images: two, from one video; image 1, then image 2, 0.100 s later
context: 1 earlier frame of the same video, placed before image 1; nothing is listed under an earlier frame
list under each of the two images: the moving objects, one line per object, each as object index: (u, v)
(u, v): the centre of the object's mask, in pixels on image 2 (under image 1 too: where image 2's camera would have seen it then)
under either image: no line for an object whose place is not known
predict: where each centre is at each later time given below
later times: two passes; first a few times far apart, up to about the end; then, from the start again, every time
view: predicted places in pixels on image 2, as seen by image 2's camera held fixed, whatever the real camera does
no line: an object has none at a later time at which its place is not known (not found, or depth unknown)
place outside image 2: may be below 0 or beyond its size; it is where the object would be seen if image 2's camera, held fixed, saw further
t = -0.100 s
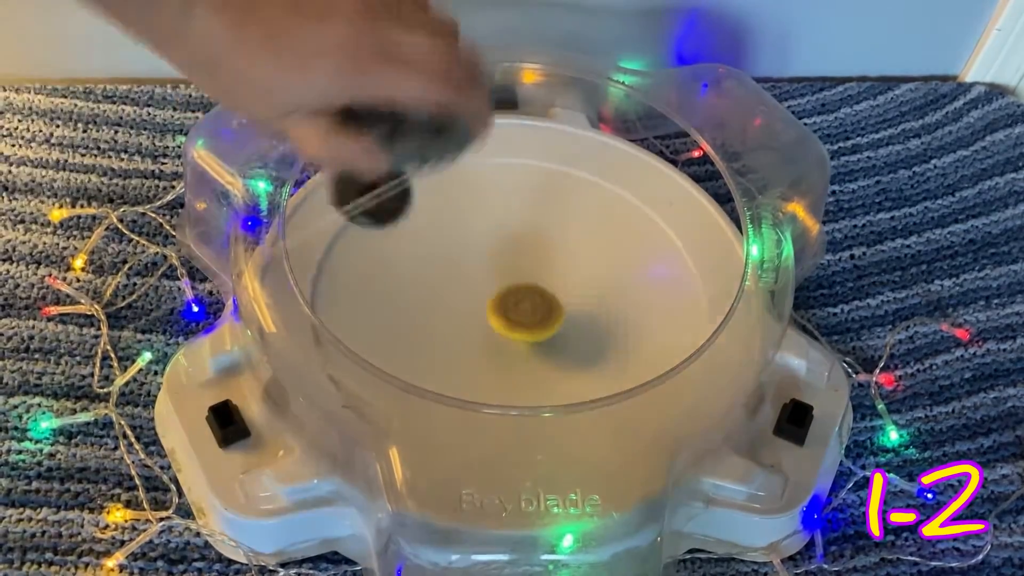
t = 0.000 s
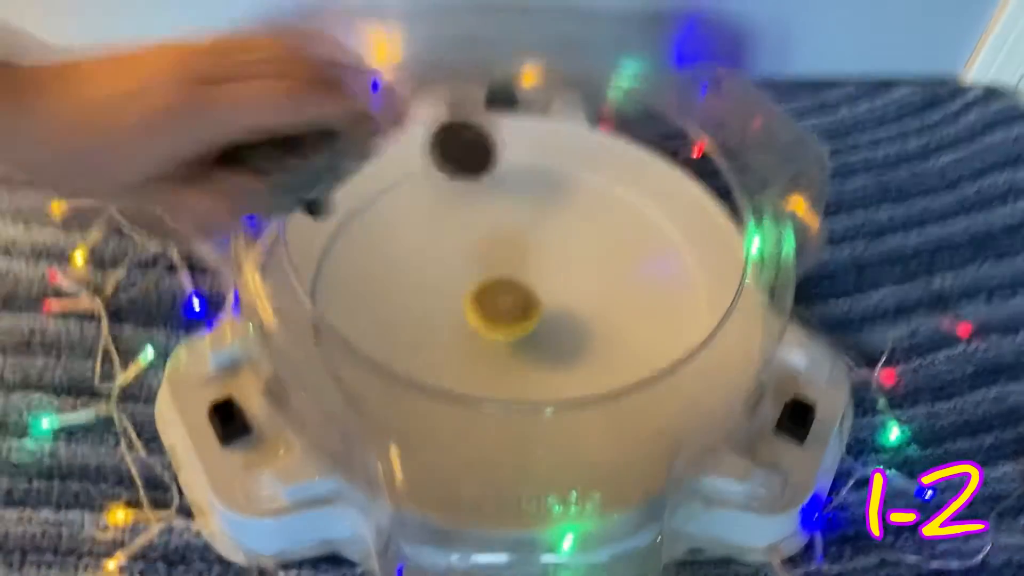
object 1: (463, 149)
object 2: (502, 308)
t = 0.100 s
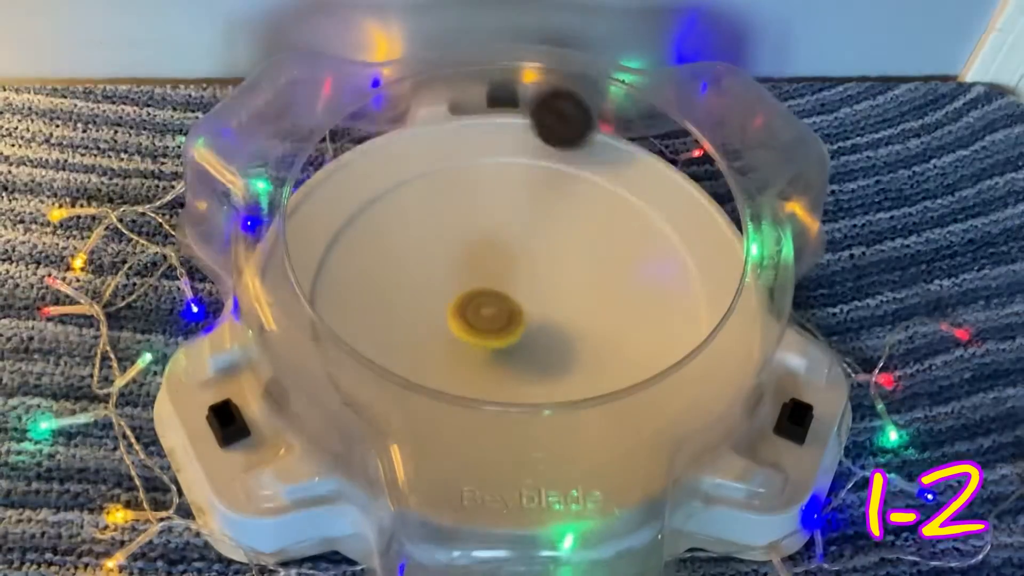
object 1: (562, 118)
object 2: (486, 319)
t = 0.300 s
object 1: (674, 194)
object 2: (488, 328)
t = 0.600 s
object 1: (586, 336)
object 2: (496, 309)
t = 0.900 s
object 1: (403, 348)
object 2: (481, 282)
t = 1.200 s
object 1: (436, 364)
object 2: (531, 222)
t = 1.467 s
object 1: (546, 403)
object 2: (497, 170)
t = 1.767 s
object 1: (650, 290)
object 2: (461, 218)
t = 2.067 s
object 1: (511, 310)
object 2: (452, 255)
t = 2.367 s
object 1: (527, 308)
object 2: (399, 314)
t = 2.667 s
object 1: (362, 271)
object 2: (553, 325)
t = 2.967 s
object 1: (502, 331)
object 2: (520, 224)
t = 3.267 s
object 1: (502, 272)
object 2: (512, 357)
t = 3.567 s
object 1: (546, 283)
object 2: (505, 207)
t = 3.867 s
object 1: (519, 308)
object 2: (581, 306)
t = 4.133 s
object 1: (485, 283)
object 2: (507, 363)
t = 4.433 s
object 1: (512, 279)
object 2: (426, 308)
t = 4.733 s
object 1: (530, 302)
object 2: (483, 225)
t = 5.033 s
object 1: (529, 300)
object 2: (589, 244)
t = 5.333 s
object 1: (527, 304)
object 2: (566, 348)
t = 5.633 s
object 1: (507, 298)
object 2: (445, 368)
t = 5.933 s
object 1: (523, 291)
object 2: (441, 277)
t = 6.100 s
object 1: (527, 301)
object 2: (490, 231)
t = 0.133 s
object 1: (586, 130)
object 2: (483, 323)
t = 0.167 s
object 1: (609, 141)
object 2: (483, 323)
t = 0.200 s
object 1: (629, 154)
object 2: (483, 326)
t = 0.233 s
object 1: (647, 167)
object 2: (484, 328)
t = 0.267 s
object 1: (662, 179)
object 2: (486, 328)
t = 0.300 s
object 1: (674, 194)
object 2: (488, 328)
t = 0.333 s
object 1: (682, 208)
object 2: (490, 327)
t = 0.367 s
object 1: (688, 222)
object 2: (492, 326)
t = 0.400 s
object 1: (689, 238)
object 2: (494, 324)
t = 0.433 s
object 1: (683, 255)
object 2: (496, 321)
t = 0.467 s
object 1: (671, 275)
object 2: (496, 321)
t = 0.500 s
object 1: (655, 291)
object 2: (497, 318)
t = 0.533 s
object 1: (636, 308)
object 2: (497, 314)
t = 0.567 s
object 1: (612, 322)
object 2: (497, 311)
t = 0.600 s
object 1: (586, 336)
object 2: (496, 309)
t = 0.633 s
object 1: (558, 347)
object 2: (495, 306)
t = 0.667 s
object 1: (530, 355)
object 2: (491, 301)
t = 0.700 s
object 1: (502, 361)
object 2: (491, 298)
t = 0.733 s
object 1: (476, 364)
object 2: (489, 296)
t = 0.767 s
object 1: (455, 362)
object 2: (488, 293)
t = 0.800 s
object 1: (436, 359)
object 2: (486, 289)
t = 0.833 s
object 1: (421, 355)
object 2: (485, 286)
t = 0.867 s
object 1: (410, 352)
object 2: (483, 284)
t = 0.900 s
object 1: (403, 348)
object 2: (481, 282)
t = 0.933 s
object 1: (400, 344)
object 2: (480, 281)
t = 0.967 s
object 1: (401, 341)
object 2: (479, 279)
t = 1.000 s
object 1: (406, 337)
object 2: (479, 278)
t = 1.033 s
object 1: (417, 332)
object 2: (479, 278)
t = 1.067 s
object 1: (432, 325)
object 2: (479, 276)
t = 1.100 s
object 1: (444, 322)
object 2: (483, 271)
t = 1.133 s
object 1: (438, 337)
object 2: (502, 252)
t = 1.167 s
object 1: (434, 354)
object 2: (518, 235)
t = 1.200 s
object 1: (436, 364)
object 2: (531, 222)
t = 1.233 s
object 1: (442, 368)
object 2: (538, 206)
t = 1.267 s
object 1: (444, 390)
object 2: (540, 199)
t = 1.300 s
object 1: (455, 397)
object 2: (539, 188)
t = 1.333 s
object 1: (468, 406)
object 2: (534, 185)
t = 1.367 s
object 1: (485, 412)
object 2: (526, 177)
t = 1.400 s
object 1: (506, 413)
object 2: (516, 175)
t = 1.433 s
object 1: (525, 412)
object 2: (507, 169)
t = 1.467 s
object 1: (546, 403)
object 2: (497, 170)
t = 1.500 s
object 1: (566, 392)
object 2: (488, 168)
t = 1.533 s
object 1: (585, 375)
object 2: (481, 170)
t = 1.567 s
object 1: (602, 365)
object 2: (474, 171)
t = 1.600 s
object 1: (617, 354)
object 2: (467, 176)
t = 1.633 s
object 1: (629, 338)
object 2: (463, 180)
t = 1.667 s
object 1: (638, 325)
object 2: (459, 187)
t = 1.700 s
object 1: (645, 310)
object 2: (457, 197)
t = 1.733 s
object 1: (649, 297)
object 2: (458, 205)
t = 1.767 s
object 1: (650, 290)
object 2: (461, 218)
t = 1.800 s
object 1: (647, 280)
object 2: (465, 227)
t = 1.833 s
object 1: (640, 274)
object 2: (471, 236)
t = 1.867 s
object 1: (641, 342)
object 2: (436, 275)
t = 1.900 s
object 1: (622, 332)
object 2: (512, 331)
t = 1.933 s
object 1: (610, 312)
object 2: (483, 323)
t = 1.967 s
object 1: (572, 320)
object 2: (455, 322)
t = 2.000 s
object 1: (541, 335)
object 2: (442, 323)
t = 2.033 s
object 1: (550, 344)
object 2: (438, 288)
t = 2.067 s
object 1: (511, 310)
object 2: (452, 255)
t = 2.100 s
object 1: (471, 329)
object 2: (480, 228)
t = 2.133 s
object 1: (515, 319)
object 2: (501, 228)
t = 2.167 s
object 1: (497, 343)
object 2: (534, 200)
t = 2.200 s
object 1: (547, 307)
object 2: (548, 206)
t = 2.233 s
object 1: (463, 398)
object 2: (576, 163)
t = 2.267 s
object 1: (546, 417)
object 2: (540, 228)
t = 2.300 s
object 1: (590, 348)
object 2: (500, 257)
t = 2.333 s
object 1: (530, 311)
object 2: (448, 285)
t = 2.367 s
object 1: (527, 308)
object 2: (399, 314)
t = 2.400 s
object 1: (496, 309)
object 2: (410, 328)
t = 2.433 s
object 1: (566, 284)
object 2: (432, 312)
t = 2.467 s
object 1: (573, 213)
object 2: (450, 291)
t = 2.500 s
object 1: (561, 169)
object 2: (502, 285)
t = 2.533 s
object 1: (518, 215)
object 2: (566, 295)
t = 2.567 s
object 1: (520, 288)
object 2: (601, 306)
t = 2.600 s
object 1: (481, 303)
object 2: (631, 335)
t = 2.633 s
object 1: (496, 330)
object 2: (574, 342)
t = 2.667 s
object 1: (362, 271)
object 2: (553, 325)
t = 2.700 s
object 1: (385, 266)
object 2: (488, 281)
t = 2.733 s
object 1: (423, 218)
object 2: (526, 251)
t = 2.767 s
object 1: (489, 216)
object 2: (559, 247)
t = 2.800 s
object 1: (527, 237)
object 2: (583, 288)
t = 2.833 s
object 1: (518, 249)
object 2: (570, 343)
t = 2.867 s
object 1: (560, 295)
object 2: (499, 355)
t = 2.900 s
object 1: (574, 297)
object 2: (451, 313)
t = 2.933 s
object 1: (530, 312)
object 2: (466, 248)
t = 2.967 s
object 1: (502, 331)
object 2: (520, 224)
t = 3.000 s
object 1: (509, 321)
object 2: (567, 254)
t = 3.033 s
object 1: (465, 259)
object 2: (562, 342)
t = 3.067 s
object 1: (458, 263)
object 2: (445, 405)
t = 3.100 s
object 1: (496, 280)
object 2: (370, 362)
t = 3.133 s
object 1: (527, 271)
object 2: (408, 266)
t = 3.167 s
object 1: (535, 285)
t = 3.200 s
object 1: (525, 305)
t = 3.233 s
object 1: (505, 298)
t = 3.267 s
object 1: (502, 272)
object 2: (512, 357)
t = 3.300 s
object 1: (522, 259)
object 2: (398, 327)
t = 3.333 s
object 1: (544, 271)
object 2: (382, 246)
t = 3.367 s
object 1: (550, 302)
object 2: (471, 204)
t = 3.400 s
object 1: (530, 323)
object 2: (585, 236)
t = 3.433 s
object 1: (500, 320)
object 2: (617, 314)
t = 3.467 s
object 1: (487, 293)
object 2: (530, 376)
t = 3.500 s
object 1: (506, 267)
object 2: (432, 343)
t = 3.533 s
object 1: (535, 260)
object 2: (424, 252)
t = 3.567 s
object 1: (546, 283)
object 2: (505, 207)
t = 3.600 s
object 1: (535, 317)
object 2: (599, 240)
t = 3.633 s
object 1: (510, 324)
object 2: (594, 318)
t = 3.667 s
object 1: (477, 285)
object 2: (499, 361)
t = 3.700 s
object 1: (498, 263)
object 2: (445, 296)
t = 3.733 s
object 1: (541, 284)
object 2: (500, 239)
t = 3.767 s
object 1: (526, 311)
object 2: (580, 277)
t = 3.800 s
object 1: (525, 310)
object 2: (582, 287)
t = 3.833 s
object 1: (521, 309)
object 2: (583, 296)
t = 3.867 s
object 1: (519, 308)
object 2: (581, 306)
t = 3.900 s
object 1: (513, 306)
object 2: (579, 317)
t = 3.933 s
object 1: (506, 303)
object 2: (574, 327)
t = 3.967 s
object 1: (499, 297)
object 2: (568, 337)
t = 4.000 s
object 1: (494, 296)
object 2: (558, 346)
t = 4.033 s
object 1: (490, 290)
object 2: (548, 351)
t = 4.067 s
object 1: (487, 290)
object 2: (534, 359)
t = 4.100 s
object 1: (485, 287)
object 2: (522, 362)
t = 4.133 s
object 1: (485, 283)
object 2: (507, 363)
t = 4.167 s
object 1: (486, 283)
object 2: (494, 363)
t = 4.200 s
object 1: (488, 277)
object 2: (481, 361)
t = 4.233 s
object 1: (490, 279)
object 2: (469, 357)
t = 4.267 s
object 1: (495, 276)
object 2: (459, 351)
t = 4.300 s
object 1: (496, 277)
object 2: (450, 344)
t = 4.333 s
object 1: (501, 276)
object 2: (441, 336)
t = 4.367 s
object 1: (504, 277)
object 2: (434, 327)
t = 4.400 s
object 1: (509, 279)
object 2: (430, 318)
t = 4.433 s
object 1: (512, 279)
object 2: (426, 308)
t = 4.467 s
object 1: (516, 284)
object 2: (426, 300)
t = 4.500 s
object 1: (520, 282)
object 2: (426, 289)
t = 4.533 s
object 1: (522, 287)
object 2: (430, 279)
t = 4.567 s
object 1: (525, 287)
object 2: (434, 270)
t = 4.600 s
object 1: (526, 292)
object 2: (441, 260)
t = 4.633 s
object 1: (529, 293)
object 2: (449, 252)
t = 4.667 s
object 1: (529, 297)
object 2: (460, 243)
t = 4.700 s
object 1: (530, 297)
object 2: (470, 234)
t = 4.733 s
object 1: (530, 302)
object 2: (483, 225)
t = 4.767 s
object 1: (529, 301)
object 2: (496, 225)
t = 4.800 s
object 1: (528, 304)
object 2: (509, 219)
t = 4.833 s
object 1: (528, 301)
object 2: (525, 219)
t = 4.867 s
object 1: (526, 302)
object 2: (536, 220)
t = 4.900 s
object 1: (528, 299)
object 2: (548, 220)
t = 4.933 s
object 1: (527, 300)
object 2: (562, 224)
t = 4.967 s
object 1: (528, 299)
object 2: (571, 229)
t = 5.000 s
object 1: (528, 297)
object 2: (580, 236)
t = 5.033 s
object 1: (529, 300)
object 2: (589, 244)
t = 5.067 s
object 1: (531, 296)
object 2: (594, 253)
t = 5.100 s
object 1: (531, 300)
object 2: (599, 264)
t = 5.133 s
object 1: (532, 296)
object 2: (601, 274)
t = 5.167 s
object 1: (532, 300)
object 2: (600, 288)
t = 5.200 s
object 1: (532, 297)
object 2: (597, 300)
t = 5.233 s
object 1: (533, 301)
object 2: (594, 312)
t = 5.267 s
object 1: (530, 298)
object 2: (586, 325)
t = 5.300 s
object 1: (530, 301)
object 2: (576, 337)
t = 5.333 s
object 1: (527, 304)
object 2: (566, 348)
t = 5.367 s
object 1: (526, 303)
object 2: (555, 360)
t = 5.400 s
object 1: (523, 307)
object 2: (541, 366)
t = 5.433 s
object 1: (521, 306)
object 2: (527, 371)
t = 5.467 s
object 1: (518, 306)
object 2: (512, 377)
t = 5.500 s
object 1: (515, 307)
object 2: (497, 379)
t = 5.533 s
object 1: (512, 304)
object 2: (482, 377)
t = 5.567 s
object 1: (509, 305)
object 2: (470, 376)
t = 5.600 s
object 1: (507, 300)
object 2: (457, 373)
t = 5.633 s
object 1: (507, 298)
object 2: (445, 368)
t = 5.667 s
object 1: (508, 297)
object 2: (436, 360)
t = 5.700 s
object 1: (509, 293)
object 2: (430, 352)
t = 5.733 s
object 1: (511, 292)
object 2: (424, 342)
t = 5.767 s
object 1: (512, 291)
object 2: (422, 331)
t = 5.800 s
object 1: (515, 288)
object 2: (421, 319)
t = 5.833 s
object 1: (517, 290)
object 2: (424, 310)
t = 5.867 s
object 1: (519, 288)
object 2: (427, 297)
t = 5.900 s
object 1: (522, 288)
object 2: (434, 288)
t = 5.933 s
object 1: (523, 291)
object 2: (441, 277)
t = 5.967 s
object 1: (525, 289)
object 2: (450, 267)
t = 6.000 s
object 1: (526, 293)
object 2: (459, 257)
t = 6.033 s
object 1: (527, 294)
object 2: (469, 248)
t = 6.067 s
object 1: (527, 297)
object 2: (480, 241)
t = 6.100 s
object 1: (527, 301)
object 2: (490, 231)
